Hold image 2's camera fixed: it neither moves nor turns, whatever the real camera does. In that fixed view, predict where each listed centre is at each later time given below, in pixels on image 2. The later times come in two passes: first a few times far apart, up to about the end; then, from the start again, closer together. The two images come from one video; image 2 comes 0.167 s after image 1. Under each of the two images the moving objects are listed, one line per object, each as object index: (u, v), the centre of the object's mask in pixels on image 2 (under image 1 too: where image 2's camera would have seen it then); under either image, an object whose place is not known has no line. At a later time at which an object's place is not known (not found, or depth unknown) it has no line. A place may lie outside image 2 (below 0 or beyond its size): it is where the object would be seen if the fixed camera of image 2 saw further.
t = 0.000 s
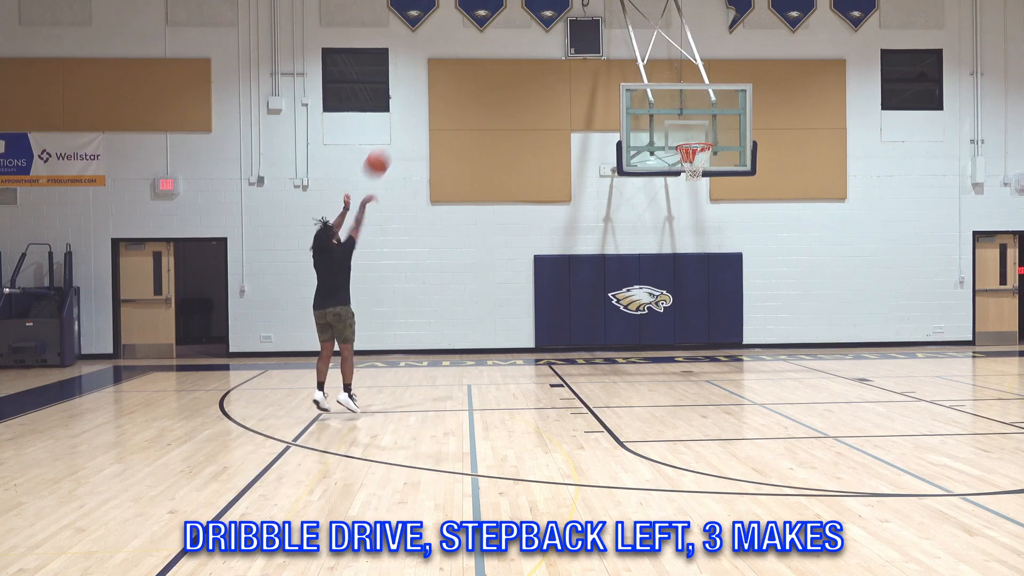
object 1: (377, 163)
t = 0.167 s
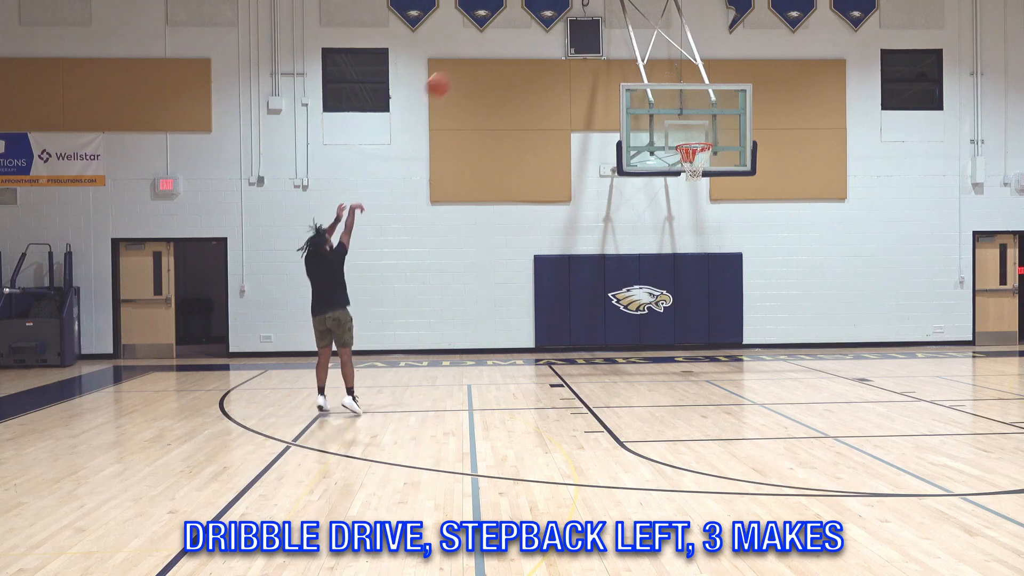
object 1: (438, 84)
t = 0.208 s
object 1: (451, 71)
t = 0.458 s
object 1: (530, 22)
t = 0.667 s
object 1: (587, 26)
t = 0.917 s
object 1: (647, 72)
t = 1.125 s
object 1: (690, 138)
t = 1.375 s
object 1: (683, 168)
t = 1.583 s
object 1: (691, 210)
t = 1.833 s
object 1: (700, 302)
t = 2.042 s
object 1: (710, 341)
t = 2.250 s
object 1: (723, 289)
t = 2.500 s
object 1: (739, 264)
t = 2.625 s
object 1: (748, 269)
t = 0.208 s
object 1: (451, 71)
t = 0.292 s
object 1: (479, 48)
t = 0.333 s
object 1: (493, 39)
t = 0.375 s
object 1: (505, 32)
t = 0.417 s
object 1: (518, 26)
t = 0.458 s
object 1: (530, 22)
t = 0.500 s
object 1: (542, 20)
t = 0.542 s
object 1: (554, 19)
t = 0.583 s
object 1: (565, 20)
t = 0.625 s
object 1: (577, 23)
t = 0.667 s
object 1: (587, 26)
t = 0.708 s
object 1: (597, 30)
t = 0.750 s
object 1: (608, 36)
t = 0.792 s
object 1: (618, 43)
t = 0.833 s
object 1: (627, 52)
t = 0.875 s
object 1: (636, 61)
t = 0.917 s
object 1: (647, 72)
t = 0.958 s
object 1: (656, 84)
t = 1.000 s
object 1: (665, 97)
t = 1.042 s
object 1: (673, 110)
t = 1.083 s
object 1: (682, 125)
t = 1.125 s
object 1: (690, 138)
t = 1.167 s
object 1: (698, 140)
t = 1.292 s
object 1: (680, 157)
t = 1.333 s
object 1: (682, 161)
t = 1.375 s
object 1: (683, 168)
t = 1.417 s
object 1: (684, 175)
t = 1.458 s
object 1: (686, 181)
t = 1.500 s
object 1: (688, 190)
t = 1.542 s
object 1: (689, 199)
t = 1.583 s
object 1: (691, 210)
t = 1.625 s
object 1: (692, 222)
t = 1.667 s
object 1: (694, 236)
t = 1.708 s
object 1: (695, 252)
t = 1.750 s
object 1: (697, 267)
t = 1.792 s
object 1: (699, 283)
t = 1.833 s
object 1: (700, 302)
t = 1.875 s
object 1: (701, 321)
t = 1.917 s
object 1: (703, 340)
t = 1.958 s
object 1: (704, 363)
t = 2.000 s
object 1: (707, 355)
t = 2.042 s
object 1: (710, 341)
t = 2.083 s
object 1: (712, 329)
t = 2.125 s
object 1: (715, 317)
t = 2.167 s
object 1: (718, 306)
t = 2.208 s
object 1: (720, 297)
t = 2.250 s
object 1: (723, 289)
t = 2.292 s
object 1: (726, 282)
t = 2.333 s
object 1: (728, 276)
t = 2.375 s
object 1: (731, 271)
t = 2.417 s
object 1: (734, 268)
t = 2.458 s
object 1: (736, 266)
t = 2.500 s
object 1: (739, 264)
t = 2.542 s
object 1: (742, 265)
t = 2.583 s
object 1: (745, 266)
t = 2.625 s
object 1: (748, 269)
